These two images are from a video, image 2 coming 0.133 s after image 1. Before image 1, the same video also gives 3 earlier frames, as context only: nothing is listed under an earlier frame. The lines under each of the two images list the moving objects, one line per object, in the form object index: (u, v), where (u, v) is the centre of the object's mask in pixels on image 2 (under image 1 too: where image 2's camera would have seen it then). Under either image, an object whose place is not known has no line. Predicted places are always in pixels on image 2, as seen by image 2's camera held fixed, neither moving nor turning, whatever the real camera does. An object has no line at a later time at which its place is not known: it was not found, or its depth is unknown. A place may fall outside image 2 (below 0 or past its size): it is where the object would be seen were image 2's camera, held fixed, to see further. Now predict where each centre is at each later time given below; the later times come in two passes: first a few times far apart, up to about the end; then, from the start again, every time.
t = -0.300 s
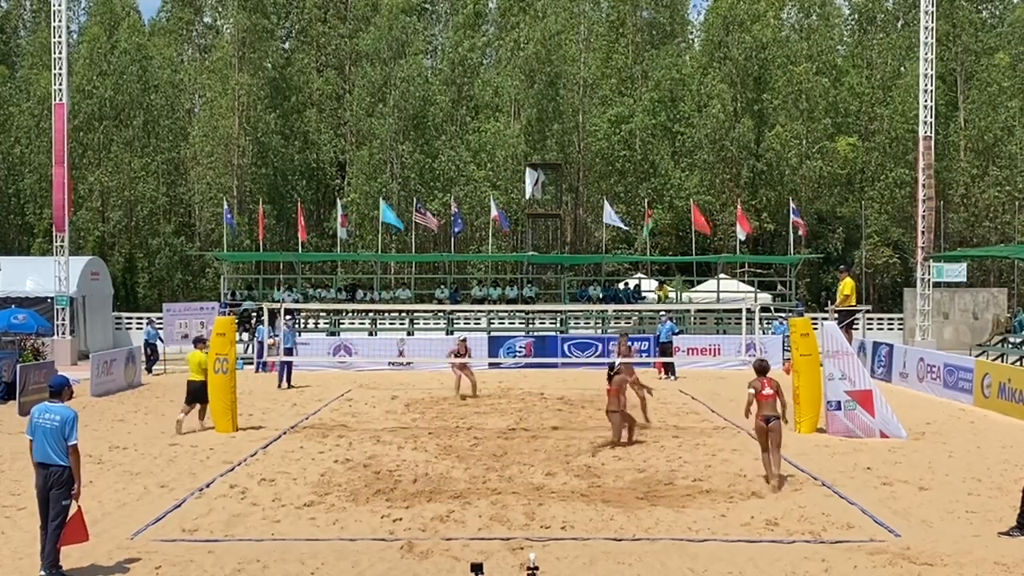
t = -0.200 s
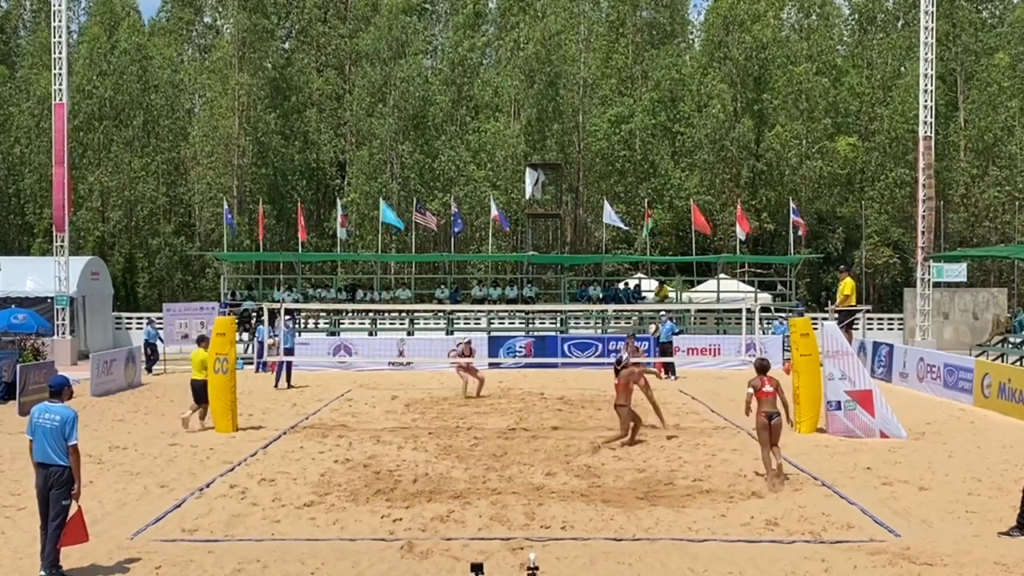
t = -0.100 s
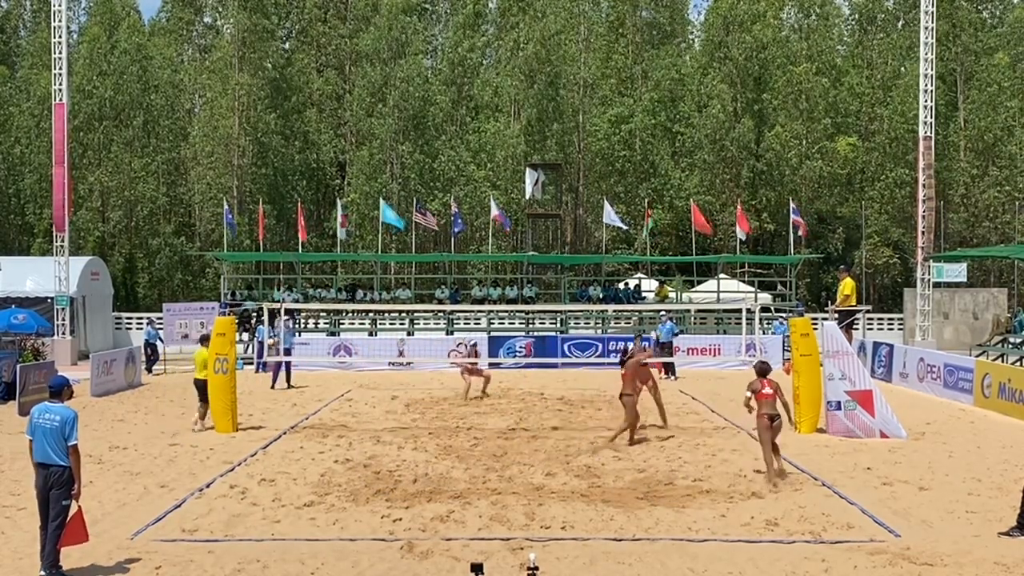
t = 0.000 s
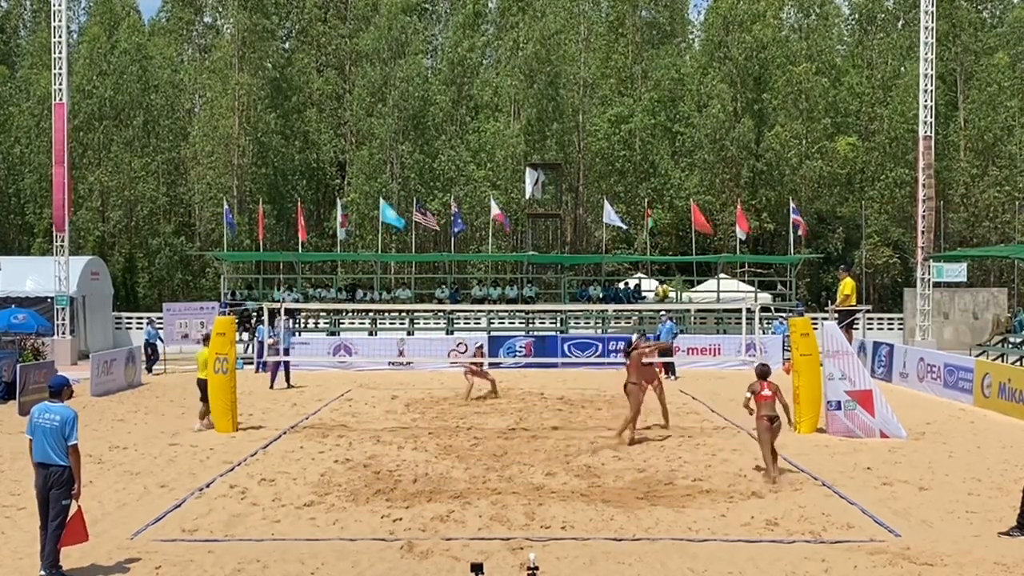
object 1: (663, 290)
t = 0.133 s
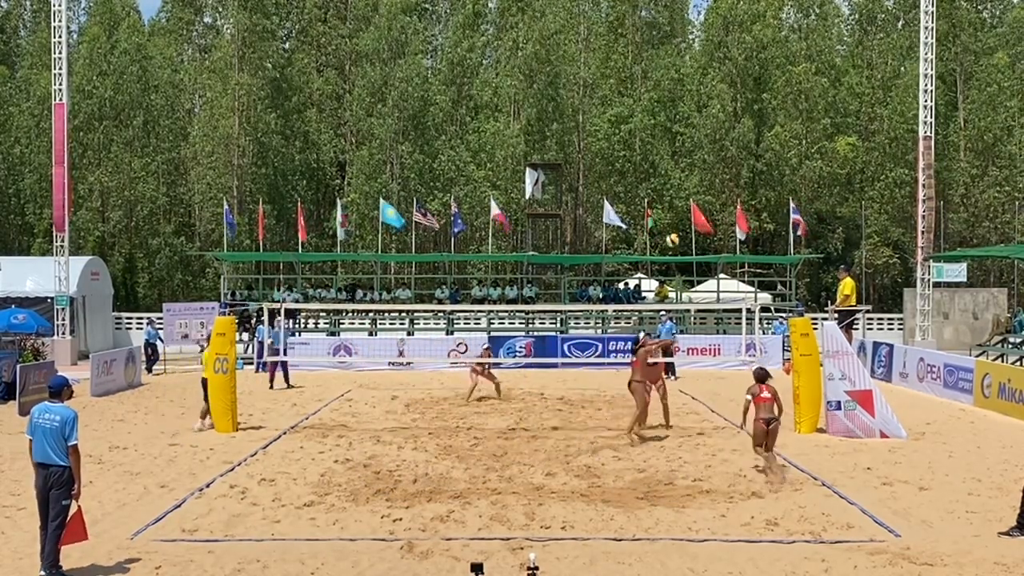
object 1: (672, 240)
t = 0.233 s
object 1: (679, 210)
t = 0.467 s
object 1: (692, 163)
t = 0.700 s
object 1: (706, 151)
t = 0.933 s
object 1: (718, 172)
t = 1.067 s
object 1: (724, 198)
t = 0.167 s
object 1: (674, 229)
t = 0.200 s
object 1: (677, 219)
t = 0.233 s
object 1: (679, 210)
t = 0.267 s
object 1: (681, 201)
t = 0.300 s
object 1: (683, 192)
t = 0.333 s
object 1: (685, 186)
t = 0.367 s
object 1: (687, 179)
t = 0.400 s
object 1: (690, 172)
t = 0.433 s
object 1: (691, 168)
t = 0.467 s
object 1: (692, 163)
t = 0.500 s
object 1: (695, 159)
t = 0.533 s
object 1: (697, 156)
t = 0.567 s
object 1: (698, 154)
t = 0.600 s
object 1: (700, 152)
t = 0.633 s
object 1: (703, 151)
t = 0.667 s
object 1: (704, 151)
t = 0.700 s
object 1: (706, 151)
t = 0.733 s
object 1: (708, 152)
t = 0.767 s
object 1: (710, 153)
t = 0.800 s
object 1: (711, 156)
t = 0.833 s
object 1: (713, 159)
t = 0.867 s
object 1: (715, 162)
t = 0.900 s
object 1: (716, 166)
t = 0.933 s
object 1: (718, 172)
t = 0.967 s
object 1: (719, 177)
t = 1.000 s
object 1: (721, 184)
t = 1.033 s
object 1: (722, 191)
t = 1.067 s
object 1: (724, 198)
